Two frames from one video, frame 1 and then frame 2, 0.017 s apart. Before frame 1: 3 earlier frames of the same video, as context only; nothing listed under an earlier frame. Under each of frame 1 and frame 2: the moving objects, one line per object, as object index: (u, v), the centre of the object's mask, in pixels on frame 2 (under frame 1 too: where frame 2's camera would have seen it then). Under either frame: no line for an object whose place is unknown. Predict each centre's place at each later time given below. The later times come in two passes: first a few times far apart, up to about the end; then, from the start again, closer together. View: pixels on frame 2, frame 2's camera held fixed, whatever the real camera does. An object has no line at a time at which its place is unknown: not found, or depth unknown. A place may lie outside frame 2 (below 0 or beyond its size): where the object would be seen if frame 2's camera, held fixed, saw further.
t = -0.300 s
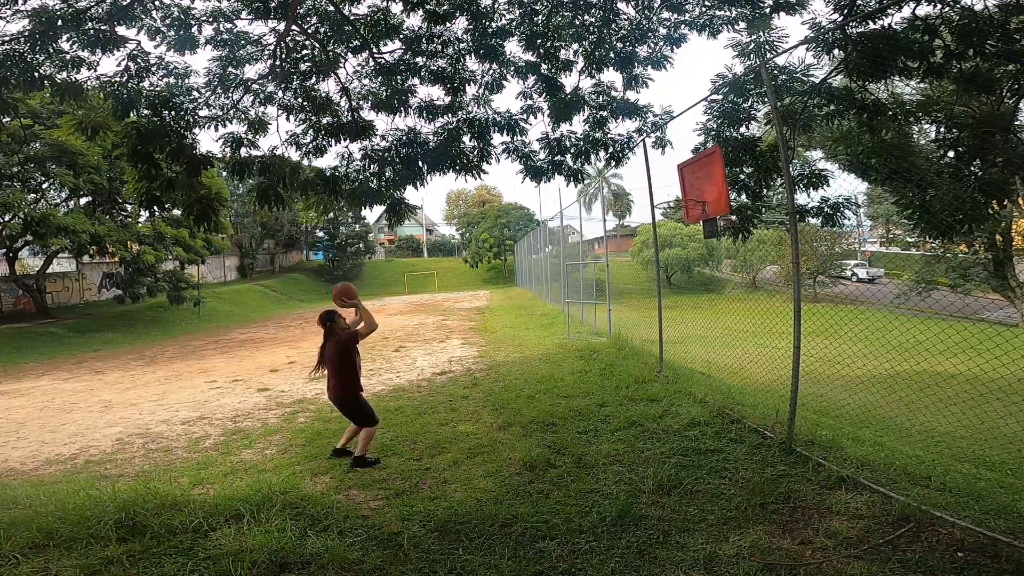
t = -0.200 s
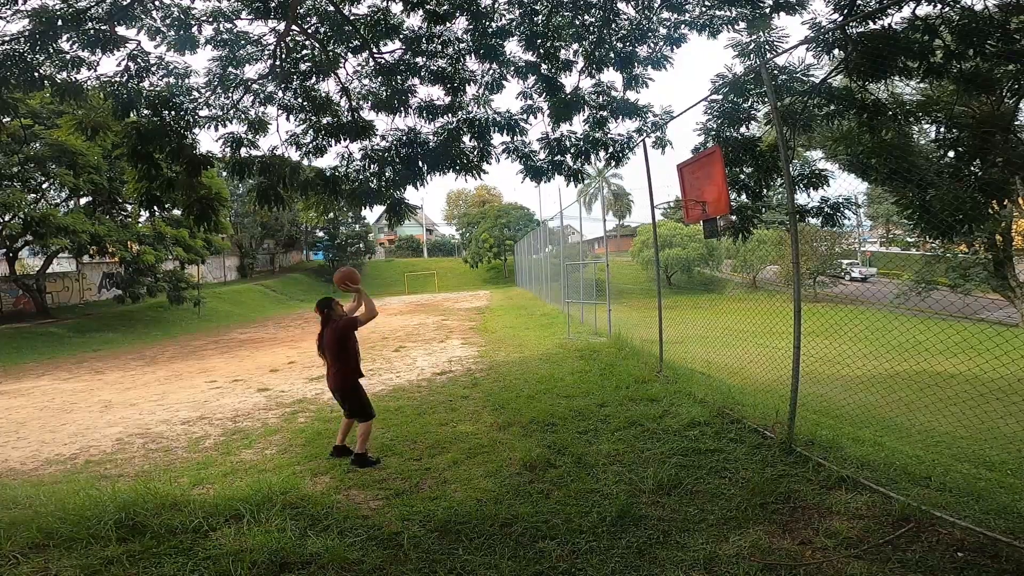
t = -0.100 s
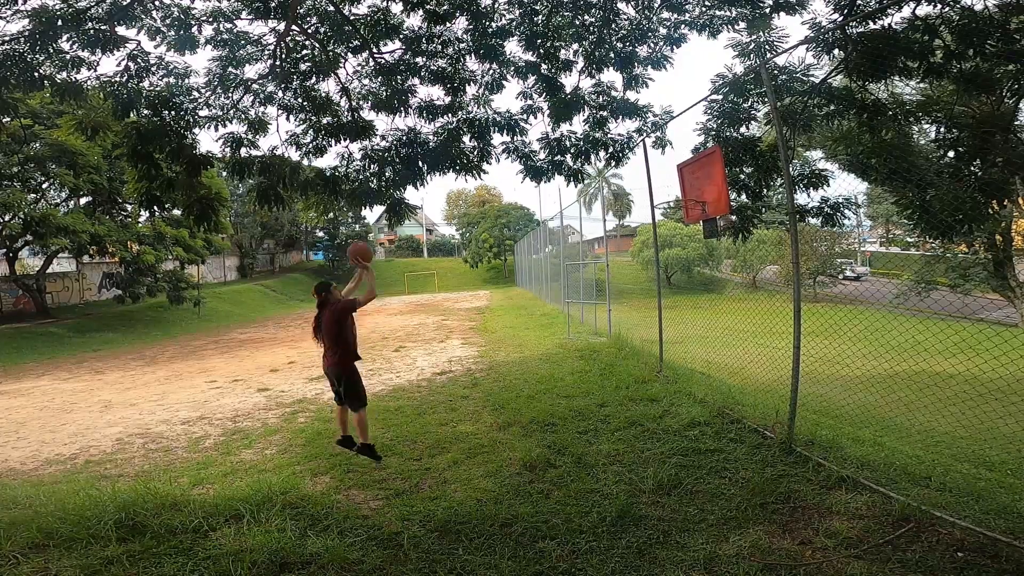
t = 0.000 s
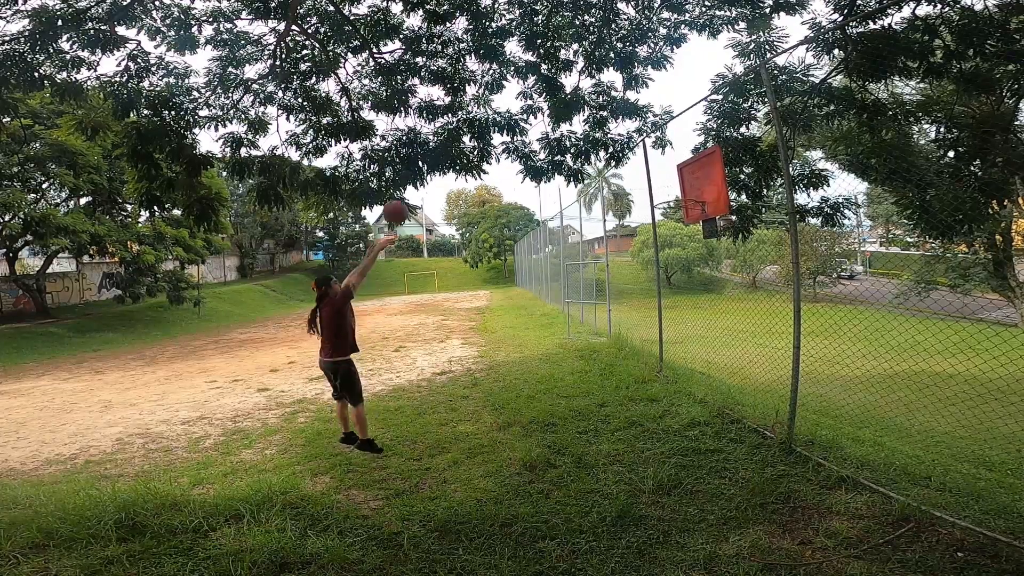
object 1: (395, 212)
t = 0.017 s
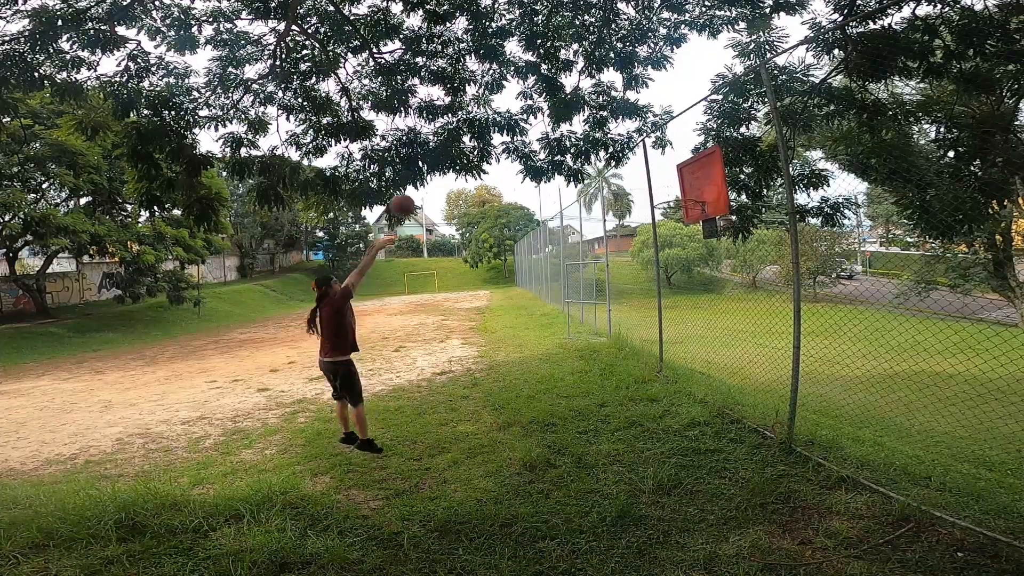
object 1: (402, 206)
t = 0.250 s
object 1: (499, 148)
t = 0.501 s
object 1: (591, 147)
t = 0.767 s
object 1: (680, 199)
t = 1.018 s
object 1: (689, 266)
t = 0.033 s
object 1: (410, 199)
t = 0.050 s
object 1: (417, 193)
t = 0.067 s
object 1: (424, 188)
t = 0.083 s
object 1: (431, 182)
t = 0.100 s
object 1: (438, 177)
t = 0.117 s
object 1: (446, 173)
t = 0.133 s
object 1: (452, 169)
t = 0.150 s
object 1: (459, 165)
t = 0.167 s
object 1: (466, 162)
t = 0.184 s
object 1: (473, 158)
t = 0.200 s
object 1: (479, 156)
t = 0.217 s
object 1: (486, 152)
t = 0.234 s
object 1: (493, 150)
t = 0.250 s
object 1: (499, 148)
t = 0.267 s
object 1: (506, 146)
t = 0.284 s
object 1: (511, 145)
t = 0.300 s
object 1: (518, 144)
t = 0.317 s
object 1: (524, 143)
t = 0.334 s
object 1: (531, 142)
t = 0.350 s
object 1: (537, 141)
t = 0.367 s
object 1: (543, 141)
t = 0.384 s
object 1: (548, 141)
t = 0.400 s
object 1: (555, 141)
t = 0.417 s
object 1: (561, 142)
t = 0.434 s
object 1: (567, 142)
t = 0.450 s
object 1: (573, 143)
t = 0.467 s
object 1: (579, 144)
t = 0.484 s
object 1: (585, 146)
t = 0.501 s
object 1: (591, 147)
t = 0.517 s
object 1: (597, 149)
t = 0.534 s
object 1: (603, 151)
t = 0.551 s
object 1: (608, 153)
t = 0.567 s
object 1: (614, 155)
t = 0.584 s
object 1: (620, 158)
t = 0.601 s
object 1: (625, 161)
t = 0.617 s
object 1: (631, 164)
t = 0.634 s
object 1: (637, 167)
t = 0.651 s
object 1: (643, 170)
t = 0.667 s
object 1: (648, 174)
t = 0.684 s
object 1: (654, 178)
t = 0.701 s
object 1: (659, 182)
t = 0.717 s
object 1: (665, 186)
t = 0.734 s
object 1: (670, 190)
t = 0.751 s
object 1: (676, 195)
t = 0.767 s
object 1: (680, 199)
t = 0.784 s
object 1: (684, 203)
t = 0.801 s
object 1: (686, 208)
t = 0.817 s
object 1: (687, 211)
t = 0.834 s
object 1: (687, 214)
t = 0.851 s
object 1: (688, 218)
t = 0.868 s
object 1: (688, 222)
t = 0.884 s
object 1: (689, 227)
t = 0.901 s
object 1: (689, 231)
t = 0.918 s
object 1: (689, 236)
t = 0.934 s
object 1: (690, 241)
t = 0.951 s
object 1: (691, 246)
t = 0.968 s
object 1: (690, 251)
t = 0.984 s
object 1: (690, 256)
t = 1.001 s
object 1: (691, 262)
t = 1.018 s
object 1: (689, 266)
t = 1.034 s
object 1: (687, 271)
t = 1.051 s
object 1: (686, 275)
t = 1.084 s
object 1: (683, 285)
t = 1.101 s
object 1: (682, 290)
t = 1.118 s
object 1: (681, 295)
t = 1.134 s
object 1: (680, 301)
